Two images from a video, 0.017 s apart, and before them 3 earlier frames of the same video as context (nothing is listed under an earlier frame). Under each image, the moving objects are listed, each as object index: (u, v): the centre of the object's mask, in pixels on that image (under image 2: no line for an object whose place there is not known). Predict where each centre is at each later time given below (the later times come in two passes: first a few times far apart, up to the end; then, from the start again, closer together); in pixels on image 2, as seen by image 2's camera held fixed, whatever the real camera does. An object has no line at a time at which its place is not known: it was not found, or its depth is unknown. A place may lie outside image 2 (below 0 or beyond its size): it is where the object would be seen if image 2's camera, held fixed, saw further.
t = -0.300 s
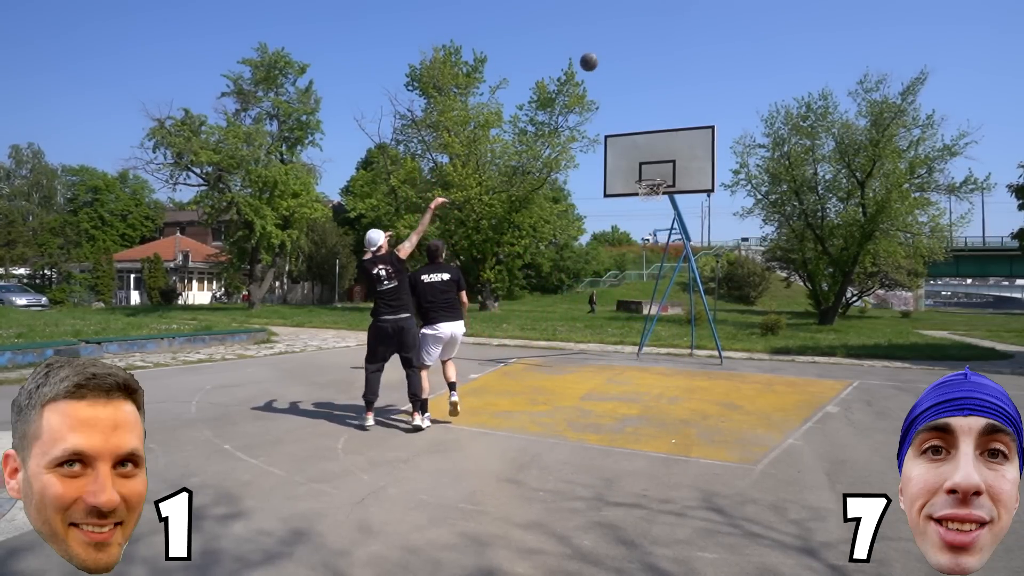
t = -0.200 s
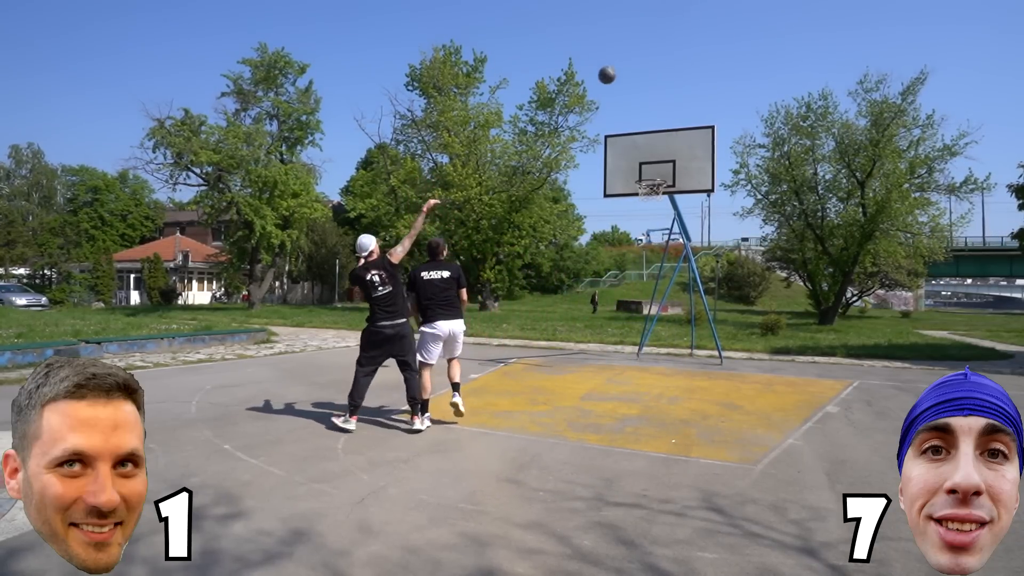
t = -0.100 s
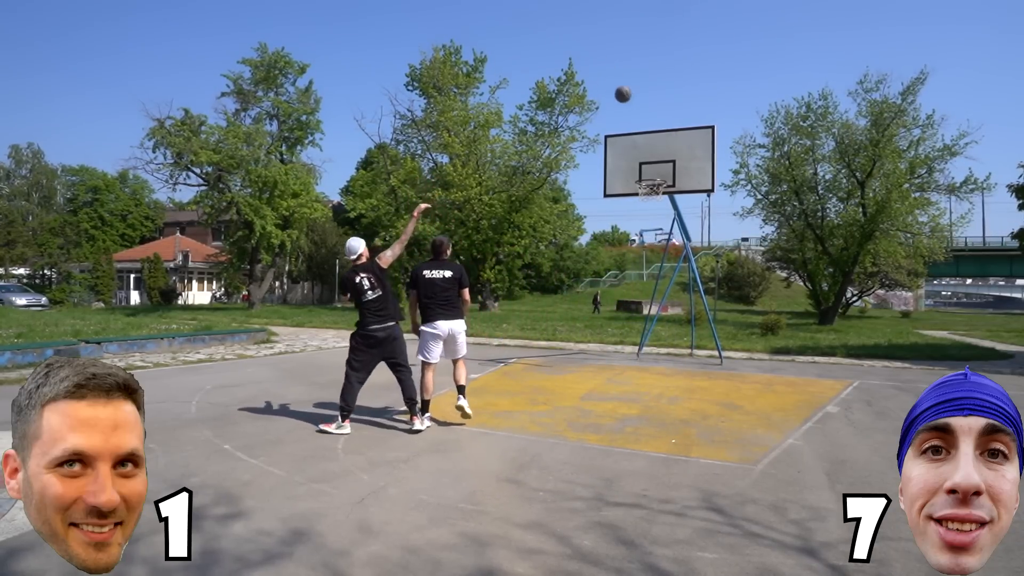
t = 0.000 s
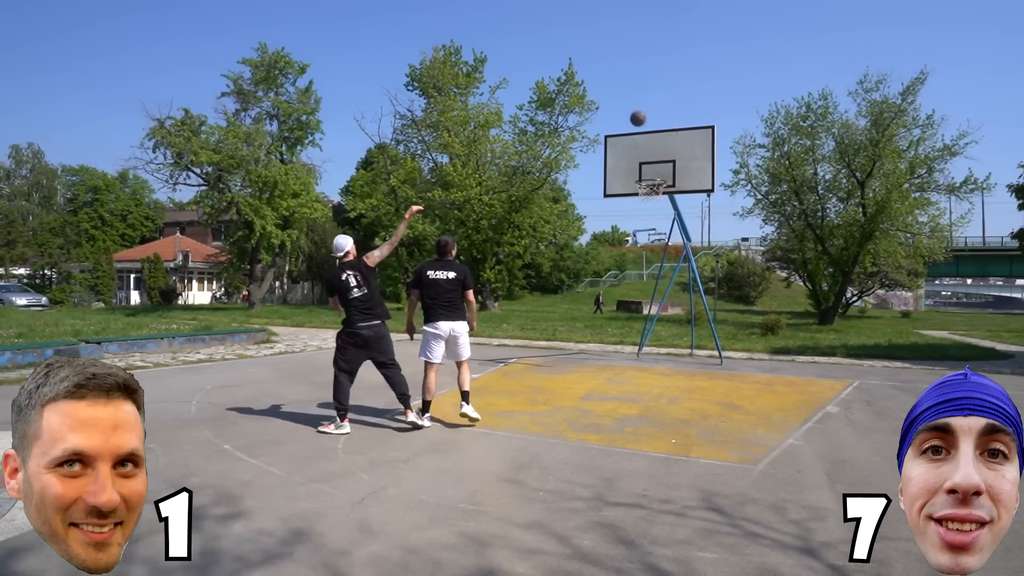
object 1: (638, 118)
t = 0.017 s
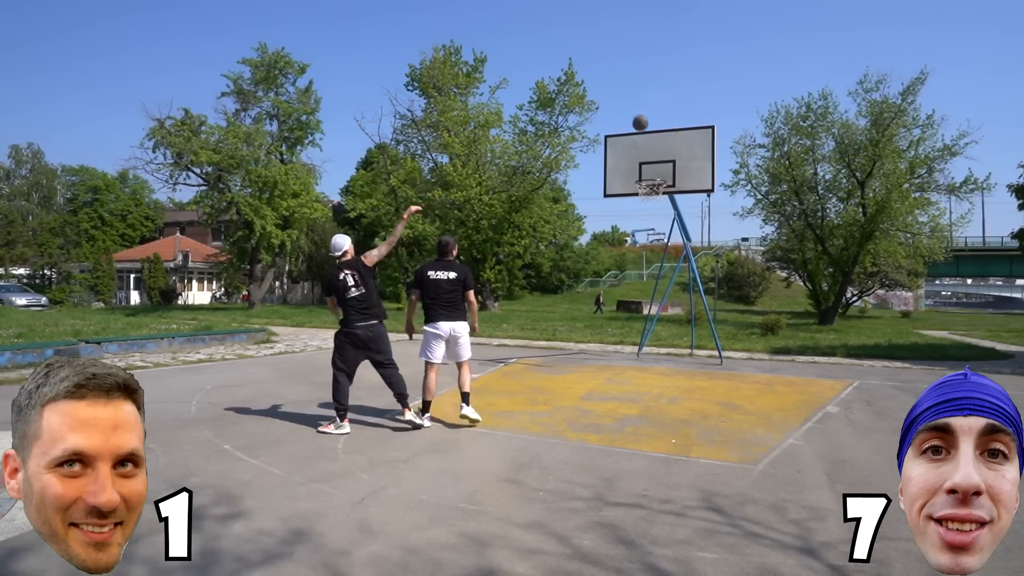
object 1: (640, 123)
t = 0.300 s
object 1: (664, 156)
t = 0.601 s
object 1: (663, 128)
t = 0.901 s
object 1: (660, 158)
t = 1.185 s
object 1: (656, 246)
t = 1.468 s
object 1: (650, 382)
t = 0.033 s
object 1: (642, 127)
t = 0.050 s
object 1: (645, 132)
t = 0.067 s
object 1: (647, 137)
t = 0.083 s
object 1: (648, 143)
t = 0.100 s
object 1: (651, 148)
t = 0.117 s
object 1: (653, 152)
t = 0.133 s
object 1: (654, 158)
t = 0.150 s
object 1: (657, 163)
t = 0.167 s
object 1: (659, 168)
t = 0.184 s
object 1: (661, 174)
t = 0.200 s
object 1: (662, 175)
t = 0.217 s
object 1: (663, 173)
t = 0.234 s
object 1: (665, 169)
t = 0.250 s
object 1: (665, 166)
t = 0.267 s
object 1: (665, 162)
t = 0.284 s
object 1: (664, 159)
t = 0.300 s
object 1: (664, 156)
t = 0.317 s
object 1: (665, 153)
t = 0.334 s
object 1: (664, 150)
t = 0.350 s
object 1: (665, 147)
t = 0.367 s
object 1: (665, 145)
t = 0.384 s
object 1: (664, 143)
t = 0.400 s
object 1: (664, 141)
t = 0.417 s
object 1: (664, 138)
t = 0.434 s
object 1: (664, 137)
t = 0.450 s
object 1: (664, 135)
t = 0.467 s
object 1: (664, 133)
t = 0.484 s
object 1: (664, 132)
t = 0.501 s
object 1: (664, 131)
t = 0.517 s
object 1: (664, 130)
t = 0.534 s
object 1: (664, 130)
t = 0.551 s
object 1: (664, 129)
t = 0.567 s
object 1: (663, 128)
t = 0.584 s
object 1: (663, 128)
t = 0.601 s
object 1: (663, 128)
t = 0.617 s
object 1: (663, 128)
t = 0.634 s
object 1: (663, 128)
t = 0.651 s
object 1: (663, 129)
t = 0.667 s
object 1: (663, 130)
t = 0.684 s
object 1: (663, 130)
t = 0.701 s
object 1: (662, 131)
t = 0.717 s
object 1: (662, 133)
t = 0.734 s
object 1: (662, 134)
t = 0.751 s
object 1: (662, 136)
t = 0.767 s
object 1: (662, 138)
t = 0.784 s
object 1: (661, 139)
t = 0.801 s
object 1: (661, 142)
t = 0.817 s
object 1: (661, 145)
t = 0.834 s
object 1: (661, 147)
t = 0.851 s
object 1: (661, 149)
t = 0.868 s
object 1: (661, 152)
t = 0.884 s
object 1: (660, 155)
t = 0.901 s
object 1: (660, 158)
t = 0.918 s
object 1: (660, 162)
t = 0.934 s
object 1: (660, 166)
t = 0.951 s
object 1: (660, 170)
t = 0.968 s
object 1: (660, 174)
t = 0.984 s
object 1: (660, 178)
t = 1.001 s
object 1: (659, 182)
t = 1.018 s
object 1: (659, 187)
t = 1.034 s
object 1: (659, 191)
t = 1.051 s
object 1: (659, 197)
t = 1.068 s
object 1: (659, 203)
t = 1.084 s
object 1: (658, 208)
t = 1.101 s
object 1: (658, 214)
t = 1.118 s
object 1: (658, 220)
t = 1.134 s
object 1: (658, 226)
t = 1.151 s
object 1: (657, 233)
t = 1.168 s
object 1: (657, 239)
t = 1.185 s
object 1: (656, 246)
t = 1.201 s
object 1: (656, 252)
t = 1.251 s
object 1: (656, 275)
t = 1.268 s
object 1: (655, 282)
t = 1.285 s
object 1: (655, 292)
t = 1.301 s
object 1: (655, 300)
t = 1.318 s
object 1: (654, 309)
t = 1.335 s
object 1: (654, 319)
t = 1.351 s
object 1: (654, 327)
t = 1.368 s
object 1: (653, 337)
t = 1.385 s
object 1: (652, 347)
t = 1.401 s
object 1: (651, 356)
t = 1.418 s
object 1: (651, 367)
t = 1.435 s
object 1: (650, 377)
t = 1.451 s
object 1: (650, 387)
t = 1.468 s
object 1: (650, 382)
